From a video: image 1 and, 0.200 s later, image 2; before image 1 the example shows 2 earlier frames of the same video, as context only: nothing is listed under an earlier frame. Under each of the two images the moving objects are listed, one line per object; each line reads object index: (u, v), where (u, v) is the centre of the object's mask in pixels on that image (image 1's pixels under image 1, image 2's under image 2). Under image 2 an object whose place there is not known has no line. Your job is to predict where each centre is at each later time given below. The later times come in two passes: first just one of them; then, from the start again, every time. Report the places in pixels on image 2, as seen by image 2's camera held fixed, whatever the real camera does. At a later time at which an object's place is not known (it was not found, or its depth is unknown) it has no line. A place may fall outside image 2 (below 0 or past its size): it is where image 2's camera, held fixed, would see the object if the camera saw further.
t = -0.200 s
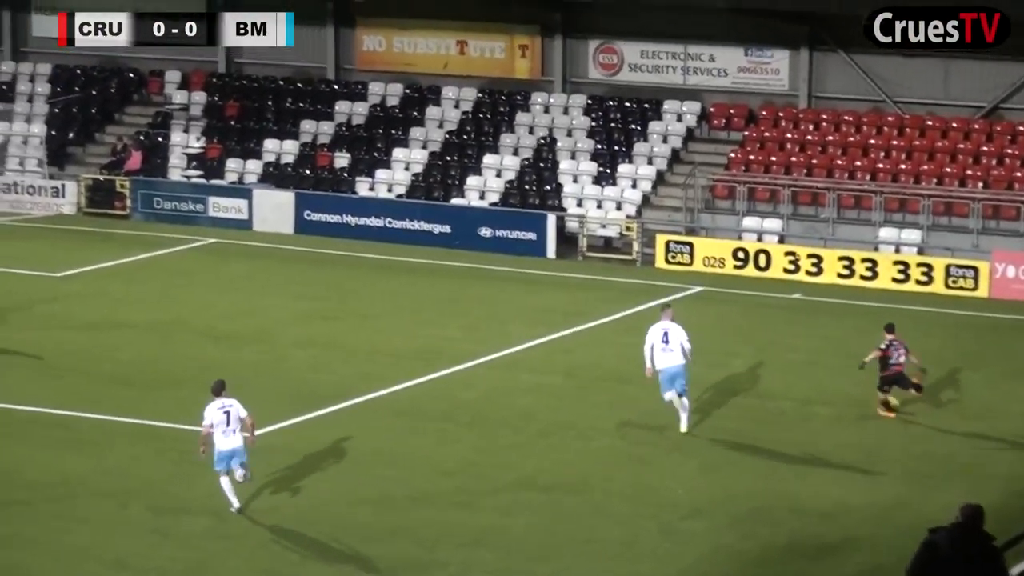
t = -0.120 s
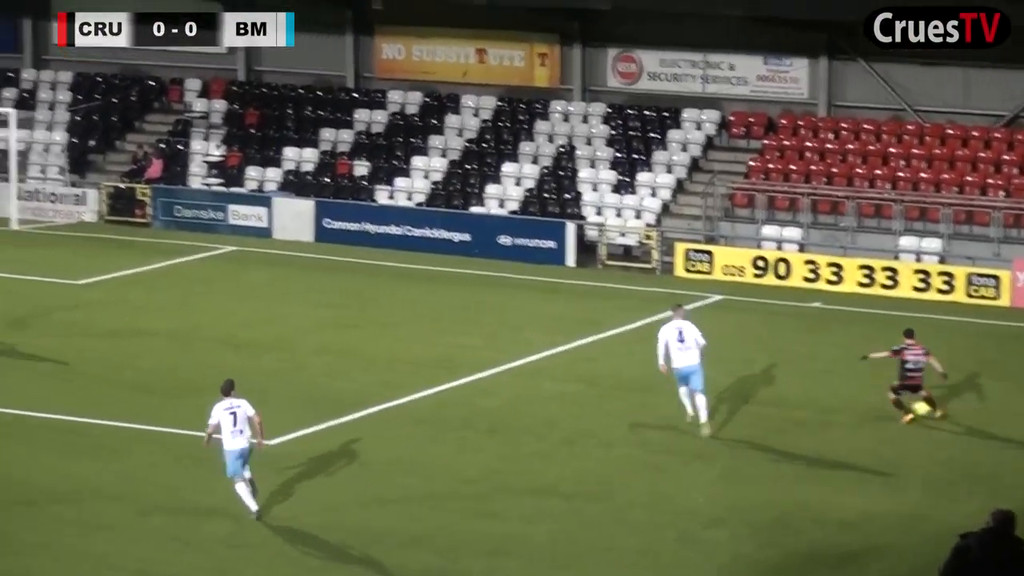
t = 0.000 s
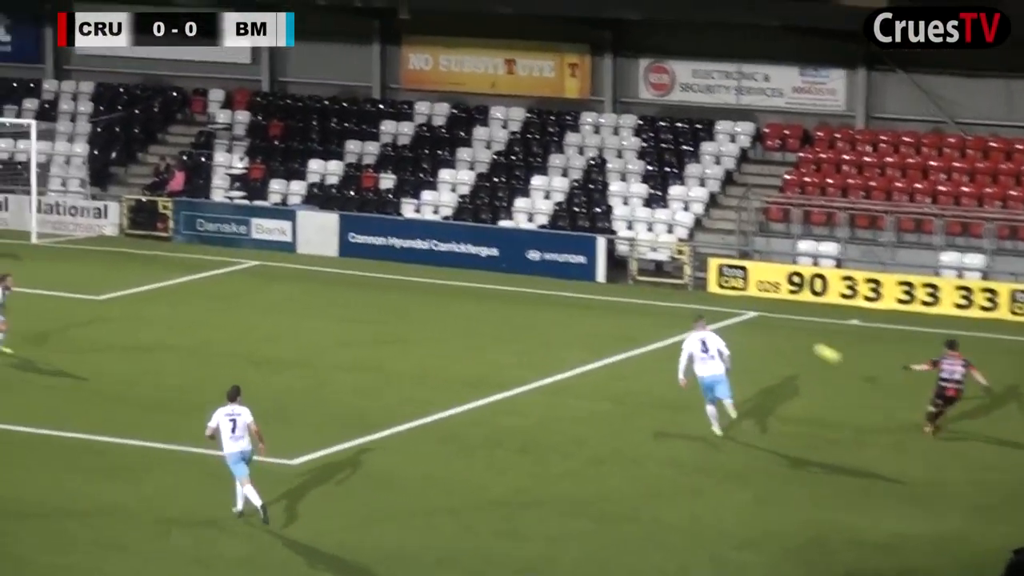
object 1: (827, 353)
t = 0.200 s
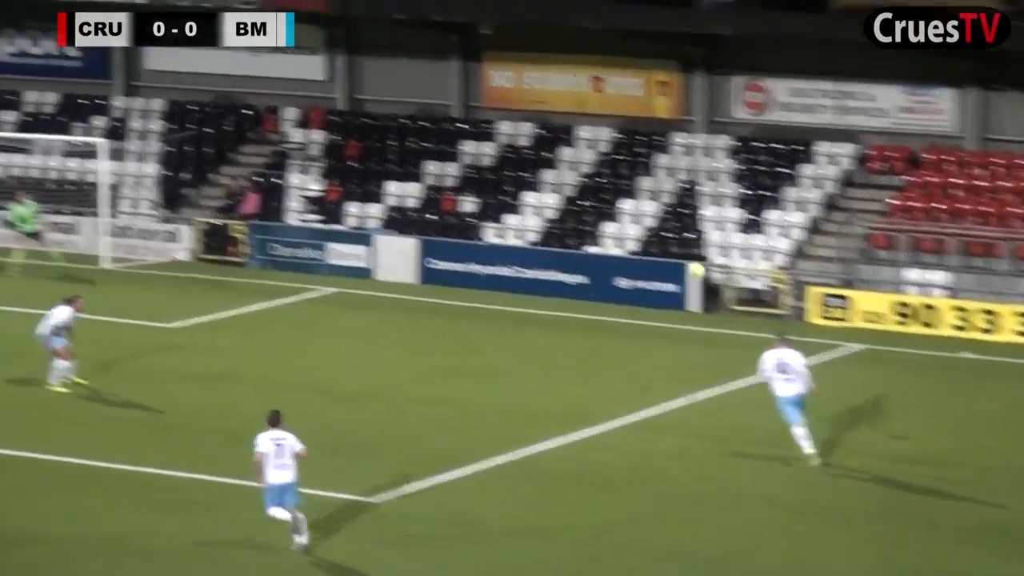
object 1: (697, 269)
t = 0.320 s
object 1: (573, 217)
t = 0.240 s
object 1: (653, 251)
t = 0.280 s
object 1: (612, 232)
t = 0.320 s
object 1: (573, 217)
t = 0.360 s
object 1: (532, 200)
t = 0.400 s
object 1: (493, 187)
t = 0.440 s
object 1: (455, 173)
